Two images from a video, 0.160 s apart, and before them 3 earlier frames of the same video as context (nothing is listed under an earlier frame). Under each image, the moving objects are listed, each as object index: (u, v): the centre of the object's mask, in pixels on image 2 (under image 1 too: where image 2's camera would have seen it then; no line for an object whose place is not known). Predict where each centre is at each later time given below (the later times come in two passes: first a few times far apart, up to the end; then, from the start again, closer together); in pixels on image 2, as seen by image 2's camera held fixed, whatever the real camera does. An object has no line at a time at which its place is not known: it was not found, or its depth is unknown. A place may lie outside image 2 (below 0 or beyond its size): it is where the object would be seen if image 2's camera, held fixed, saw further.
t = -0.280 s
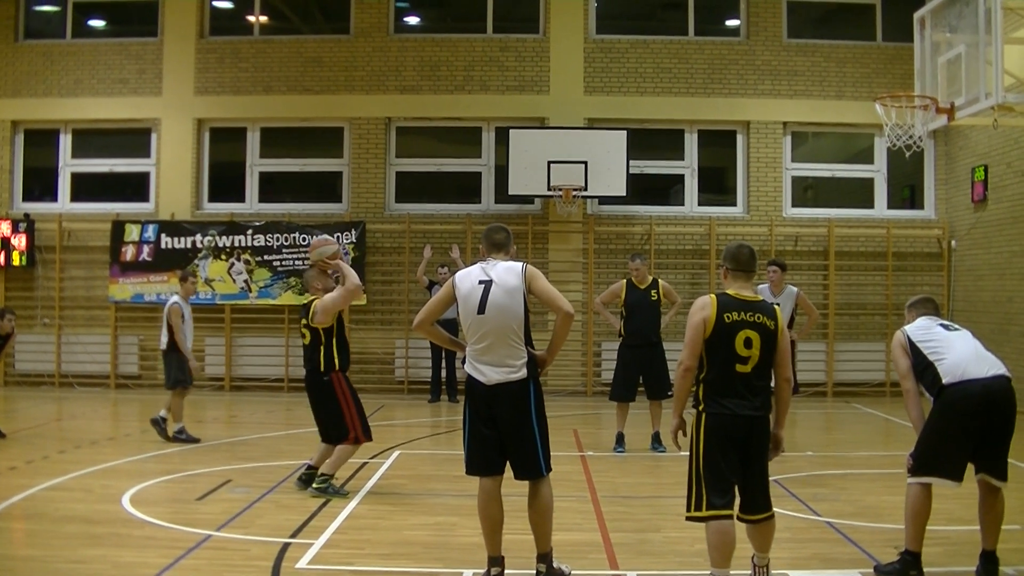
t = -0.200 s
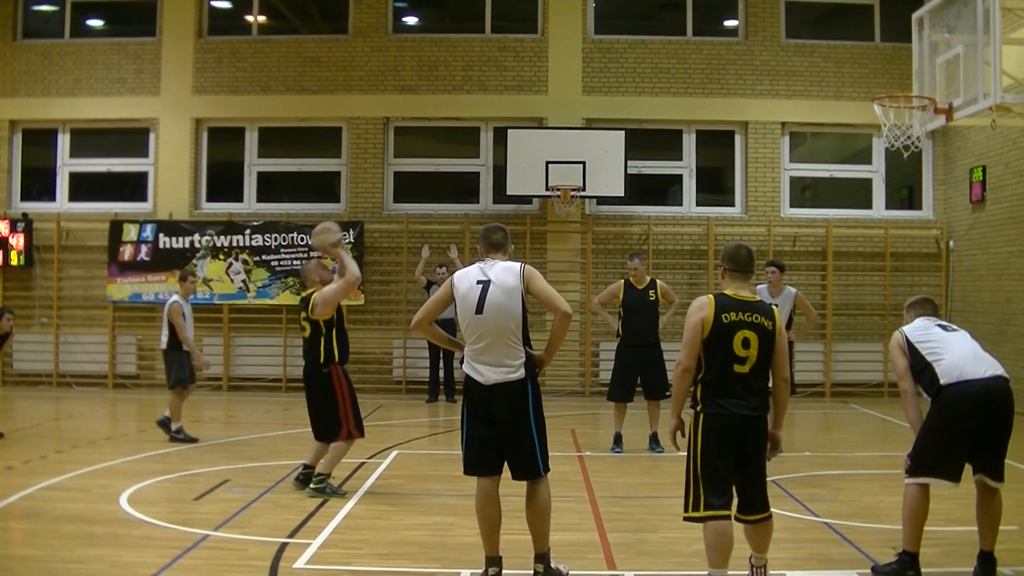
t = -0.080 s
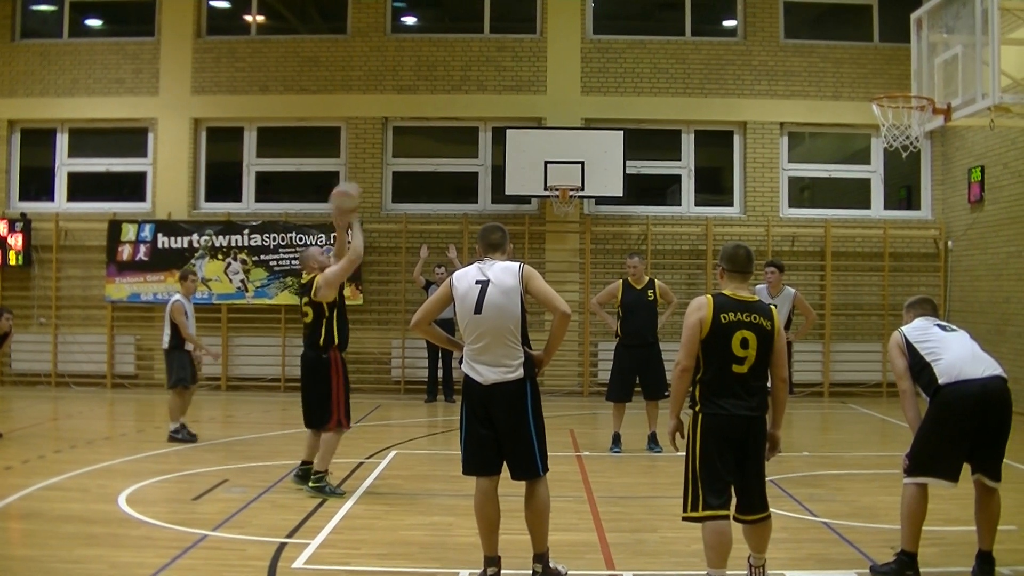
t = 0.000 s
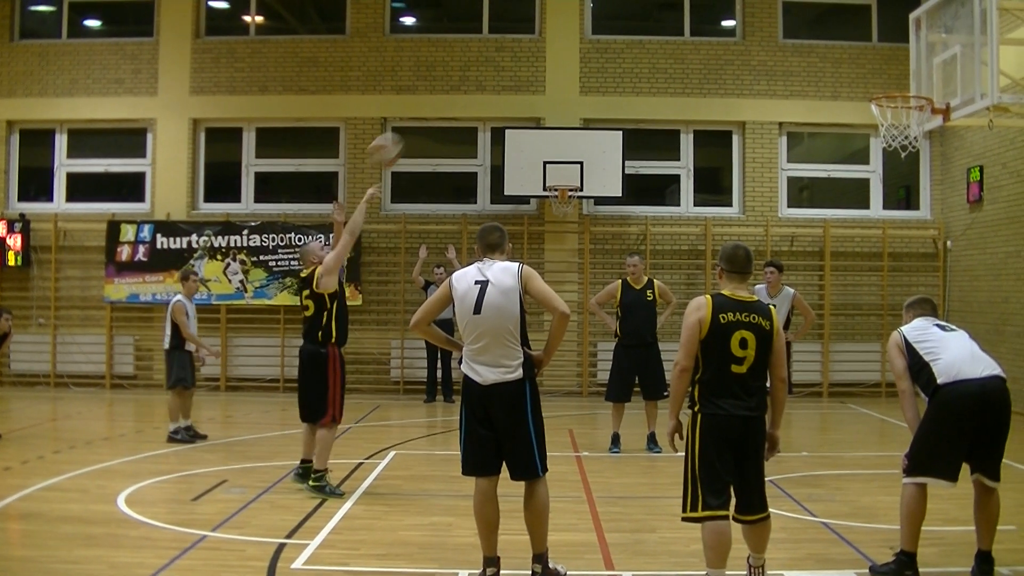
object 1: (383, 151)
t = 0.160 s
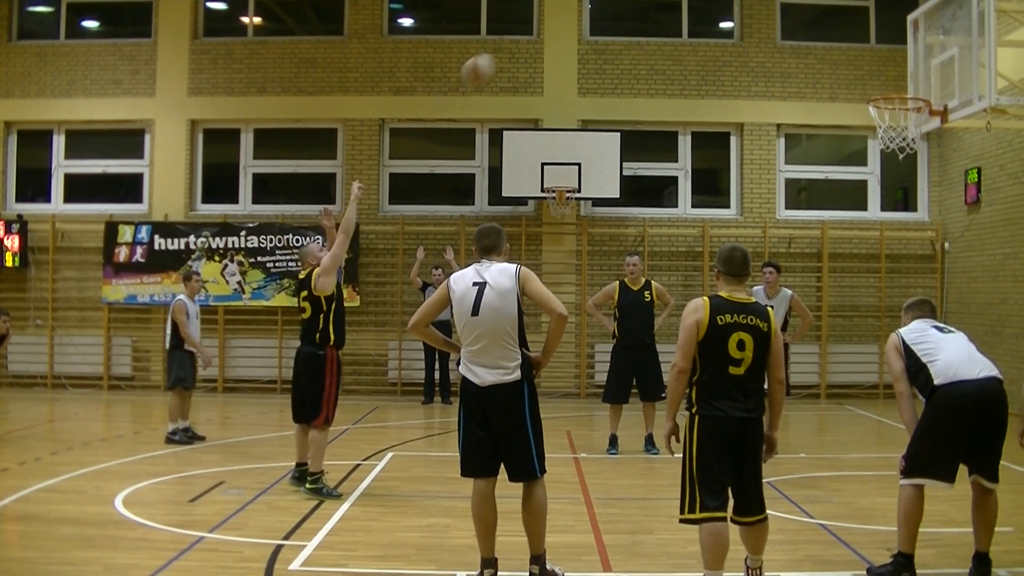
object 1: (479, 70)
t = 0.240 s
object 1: (528, 42)
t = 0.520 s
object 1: (693, 11)
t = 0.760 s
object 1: (829, 58)
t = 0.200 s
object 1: (503, 55)
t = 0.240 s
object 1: (528, 42)
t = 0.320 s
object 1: (576, 23)
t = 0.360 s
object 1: (600, 17)
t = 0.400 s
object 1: (623, 13)
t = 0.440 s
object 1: (646, 11)
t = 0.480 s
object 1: (668, 11)
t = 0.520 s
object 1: (693, 11)
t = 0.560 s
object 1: (714, 13)
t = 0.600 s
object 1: (738, 17)
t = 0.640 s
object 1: (760, 24)
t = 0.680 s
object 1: (783, 33)
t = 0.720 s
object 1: (807, 45)
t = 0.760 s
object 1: (829, 58)
